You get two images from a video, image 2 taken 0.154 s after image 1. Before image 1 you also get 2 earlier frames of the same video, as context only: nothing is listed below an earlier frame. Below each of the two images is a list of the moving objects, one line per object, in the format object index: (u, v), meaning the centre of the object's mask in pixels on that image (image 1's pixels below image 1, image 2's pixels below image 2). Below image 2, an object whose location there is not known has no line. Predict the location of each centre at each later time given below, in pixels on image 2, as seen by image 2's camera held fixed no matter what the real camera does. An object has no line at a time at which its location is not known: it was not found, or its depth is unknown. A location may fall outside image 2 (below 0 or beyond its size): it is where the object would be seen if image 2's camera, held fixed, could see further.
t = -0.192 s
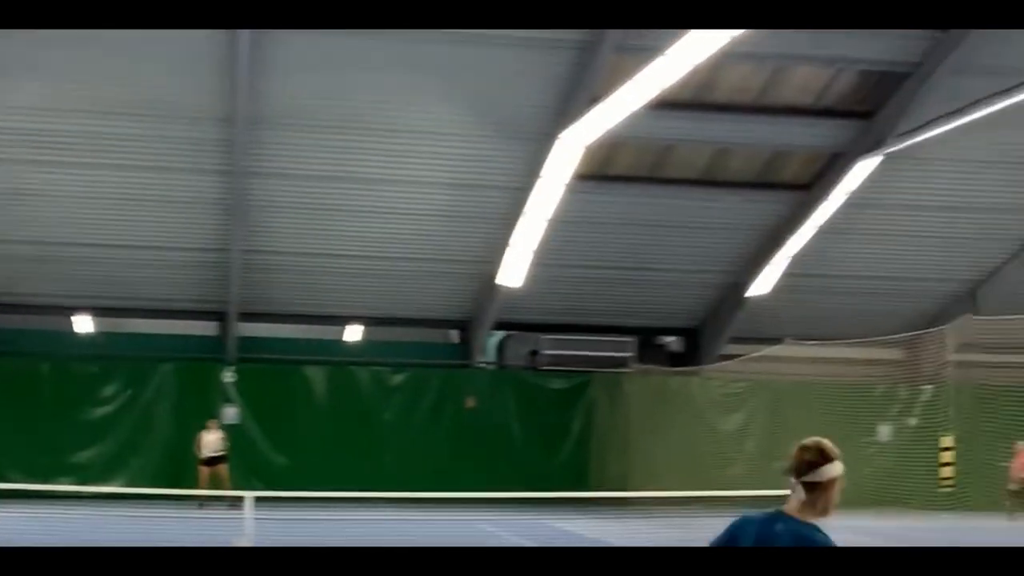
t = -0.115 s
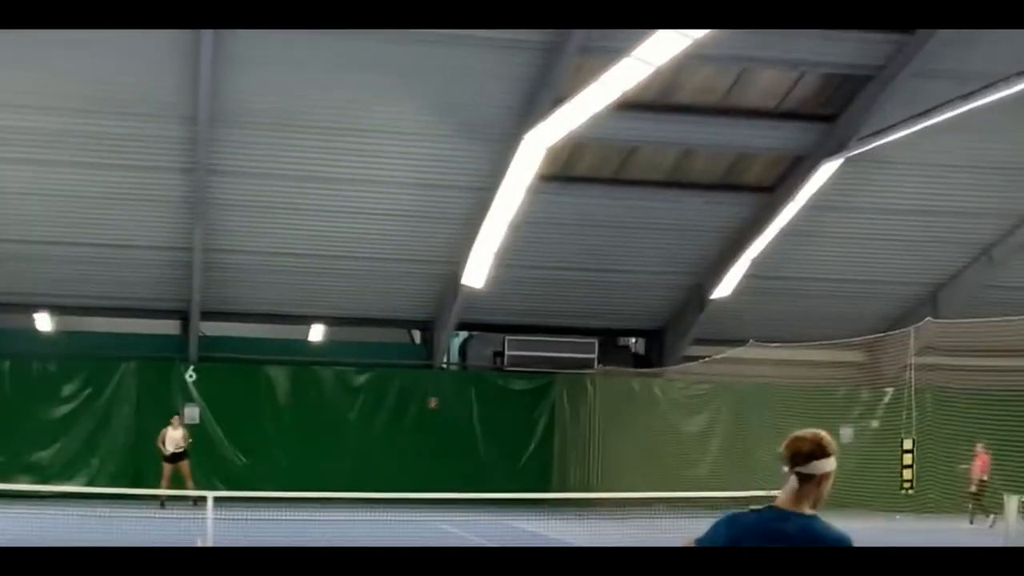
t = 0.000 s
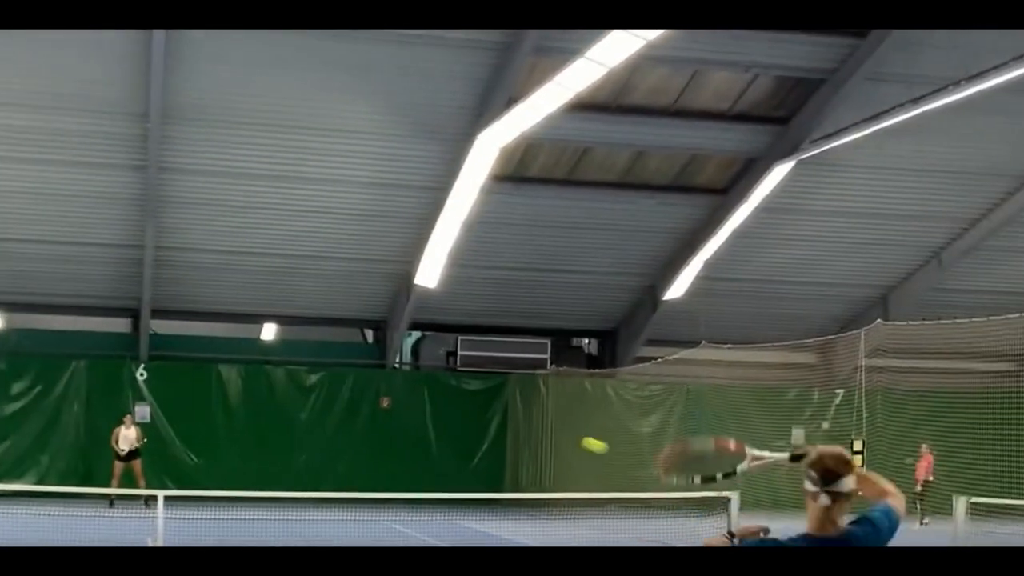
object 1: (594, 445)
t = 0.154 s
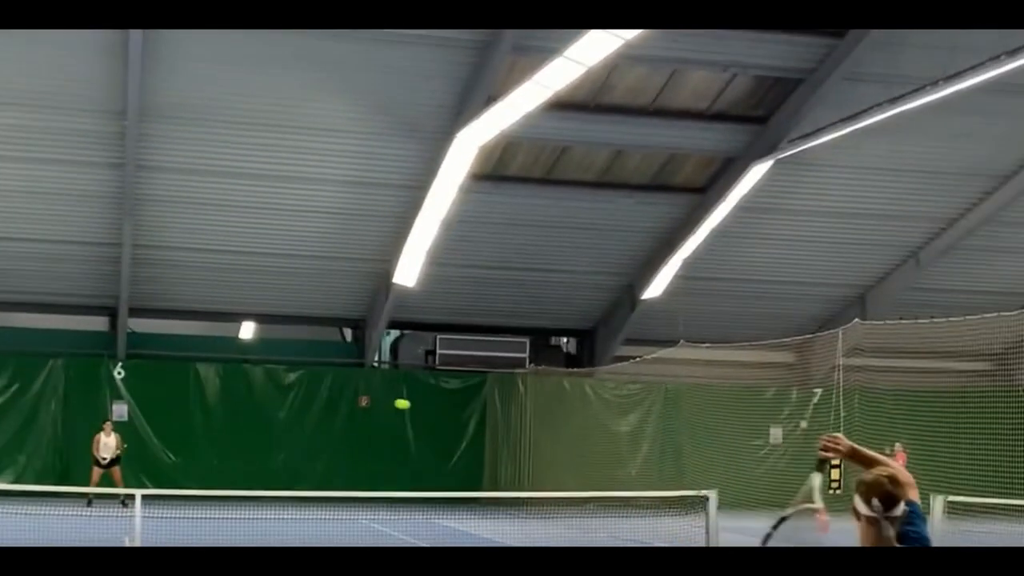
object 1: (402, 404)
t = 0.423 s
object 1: (221, 436)
